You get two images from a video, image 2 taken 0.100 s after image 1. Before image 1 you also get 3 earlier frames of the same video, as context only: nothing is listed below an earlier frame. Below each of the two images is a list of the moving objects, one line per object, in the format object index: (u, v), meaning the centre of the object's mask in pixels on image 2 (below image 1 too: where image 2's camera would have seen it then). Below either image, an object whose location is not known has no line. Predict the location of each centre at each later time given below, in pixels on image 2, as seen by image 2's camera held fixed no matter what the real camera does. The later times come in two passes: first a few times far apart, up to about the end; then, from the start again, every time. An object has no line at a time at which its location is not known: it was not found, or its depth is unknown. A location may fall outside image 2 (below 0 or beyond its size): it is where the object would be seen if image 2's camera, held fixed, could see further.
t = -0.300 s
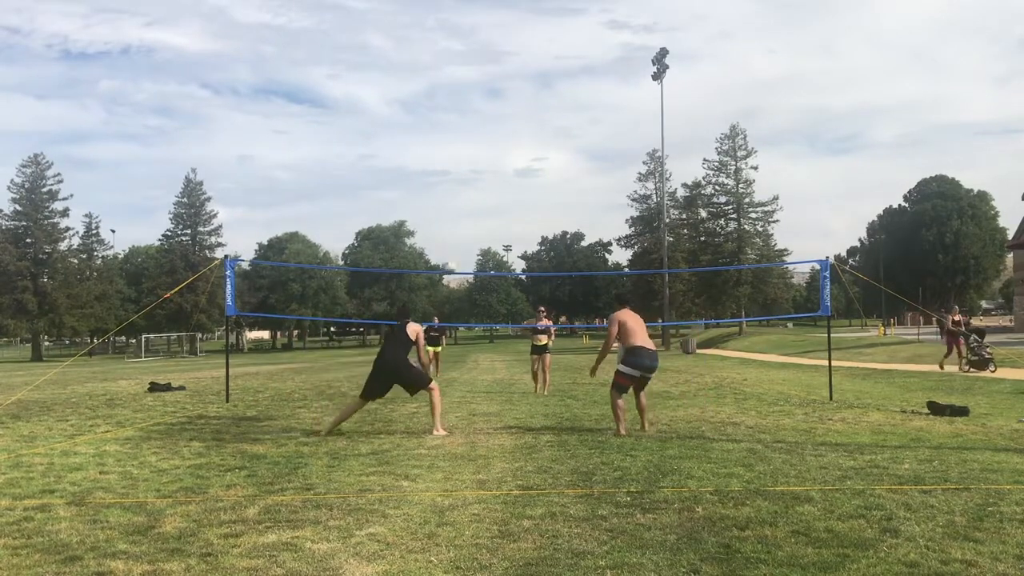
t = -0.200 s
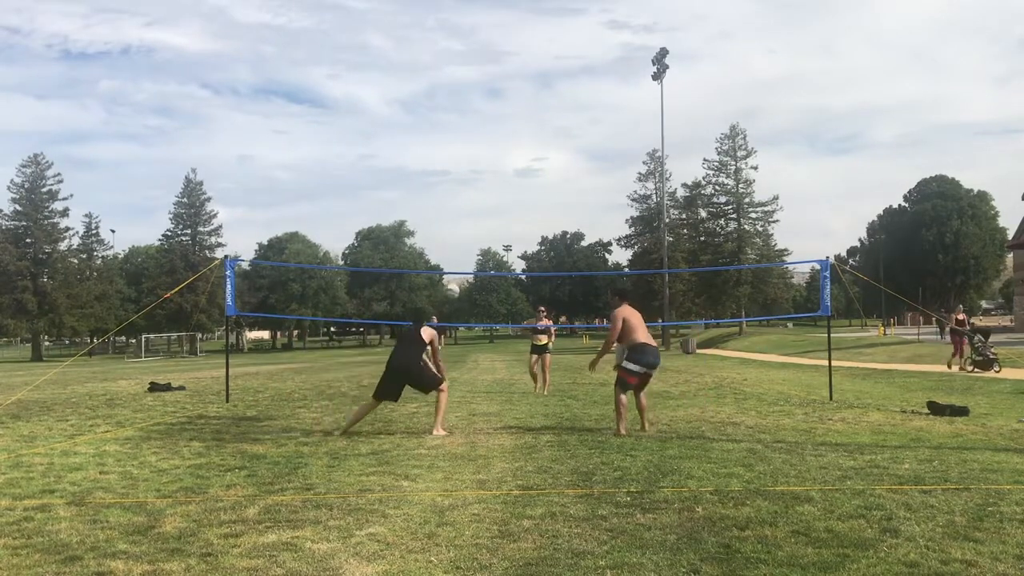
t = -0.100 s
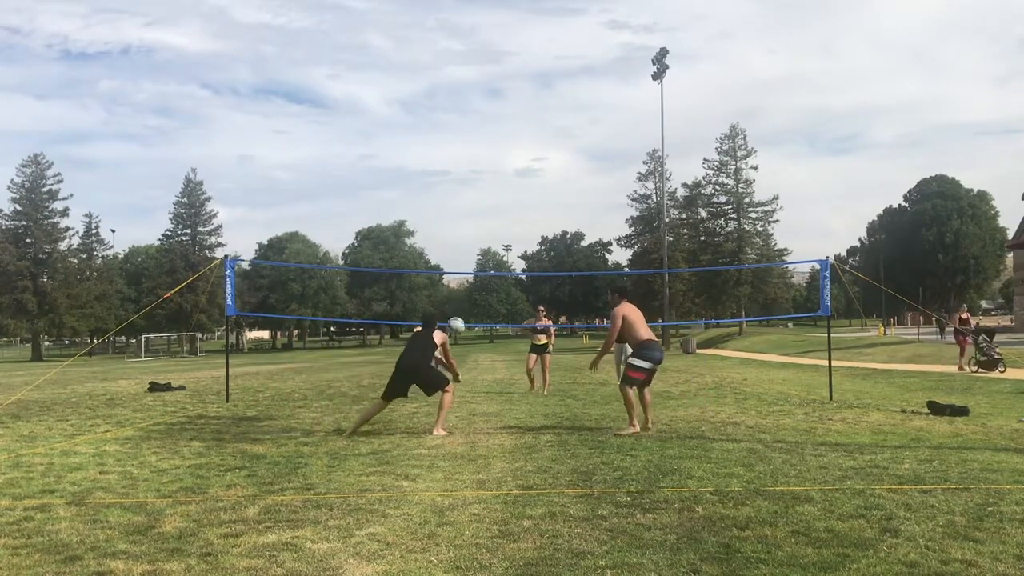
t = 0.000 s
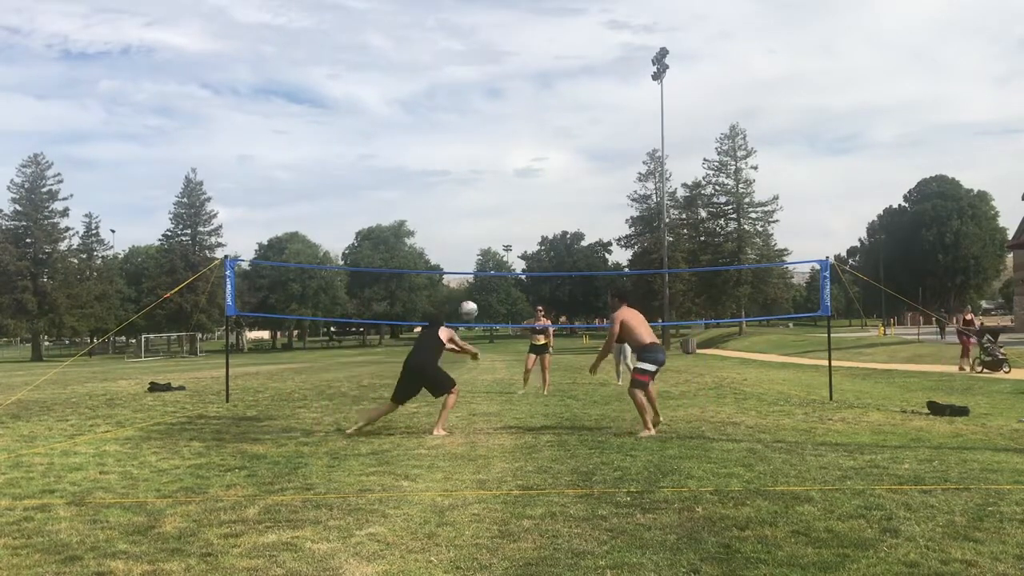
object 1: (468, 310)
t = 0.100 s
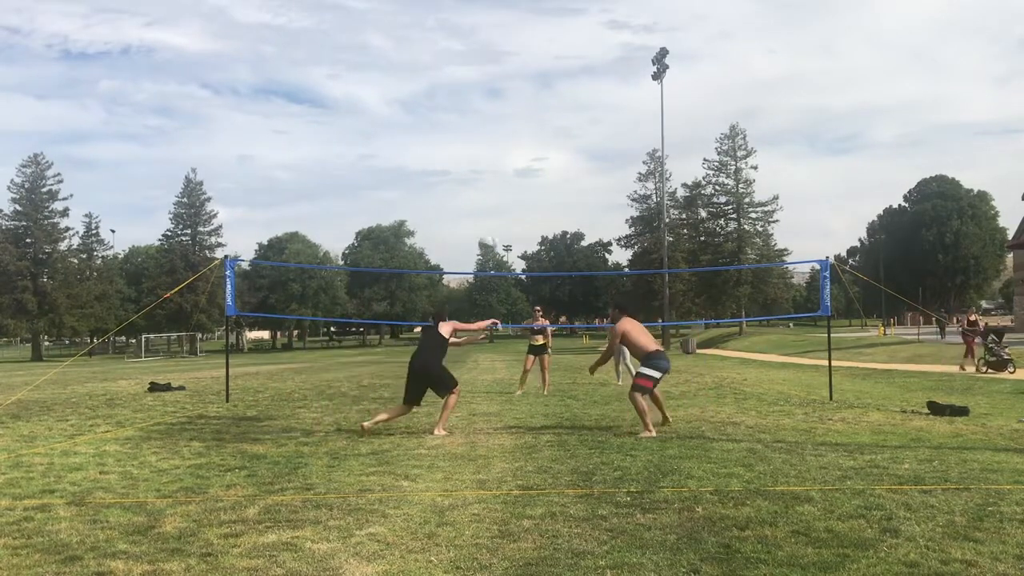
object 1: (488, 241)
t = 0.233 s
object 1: (511, 171)
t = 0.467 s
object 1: (549, 81)
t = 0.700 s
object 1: (584, 38)
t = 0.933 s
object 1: (618, 38)
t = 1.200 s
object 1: (656, 89)
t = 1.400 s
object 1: (682, 162)
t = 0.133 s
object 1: (493, 225)
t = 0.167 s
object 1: (499, 206)
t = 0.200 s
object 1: (505, 188)
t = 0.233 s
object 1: (511, 171)
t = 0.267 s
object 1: (516, 155)
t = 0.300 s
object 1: (522, 142)
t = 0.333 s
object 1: (527, 127)
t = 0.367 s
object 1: (533, 114)
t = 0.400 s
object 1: (538, 102)
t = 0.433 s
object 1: (544, 91)
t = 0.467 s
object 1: (549, 81)
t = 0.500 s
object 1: (554, 73)
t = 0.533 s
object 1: (559, 64)
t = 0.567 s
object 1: (564, 57)
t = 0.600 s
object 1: (569, 51)
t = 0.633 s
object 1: (574, 46)
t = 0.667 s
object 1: (580, 41)
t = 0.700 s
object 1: (584, 38)
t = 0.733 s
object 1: (589, 35)
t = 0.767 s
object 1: (594, 33)
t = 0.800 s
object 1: (598, 33)
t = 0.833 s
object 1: (604, 33)
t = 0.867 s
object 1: (609, 33)
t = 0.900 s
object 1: (613, 35)
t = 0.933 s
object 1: (618, 38)
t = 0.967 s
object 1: (623, 41)
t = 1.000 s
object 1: (628, 45)
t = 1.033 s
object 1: (632, 51)
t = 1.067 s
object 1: (637, 57)
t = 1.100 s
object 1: (642, 64)
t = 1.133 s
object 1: (645, 73)
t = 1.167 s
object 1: (651, 80)
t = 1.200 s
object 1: (656, 89)
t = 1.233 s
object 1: (660, 99)
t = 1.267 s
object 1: (665, 111)
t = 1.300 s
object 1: (670, 123)
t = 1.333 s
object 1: (673, 136)
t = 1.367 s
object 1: (678, 149)
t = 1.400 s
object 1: (682, 162)
